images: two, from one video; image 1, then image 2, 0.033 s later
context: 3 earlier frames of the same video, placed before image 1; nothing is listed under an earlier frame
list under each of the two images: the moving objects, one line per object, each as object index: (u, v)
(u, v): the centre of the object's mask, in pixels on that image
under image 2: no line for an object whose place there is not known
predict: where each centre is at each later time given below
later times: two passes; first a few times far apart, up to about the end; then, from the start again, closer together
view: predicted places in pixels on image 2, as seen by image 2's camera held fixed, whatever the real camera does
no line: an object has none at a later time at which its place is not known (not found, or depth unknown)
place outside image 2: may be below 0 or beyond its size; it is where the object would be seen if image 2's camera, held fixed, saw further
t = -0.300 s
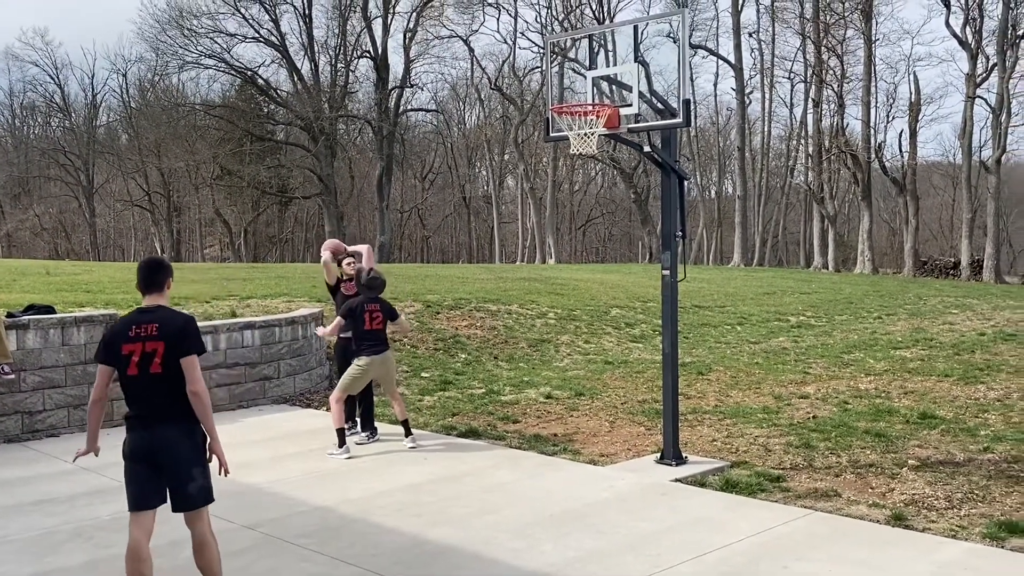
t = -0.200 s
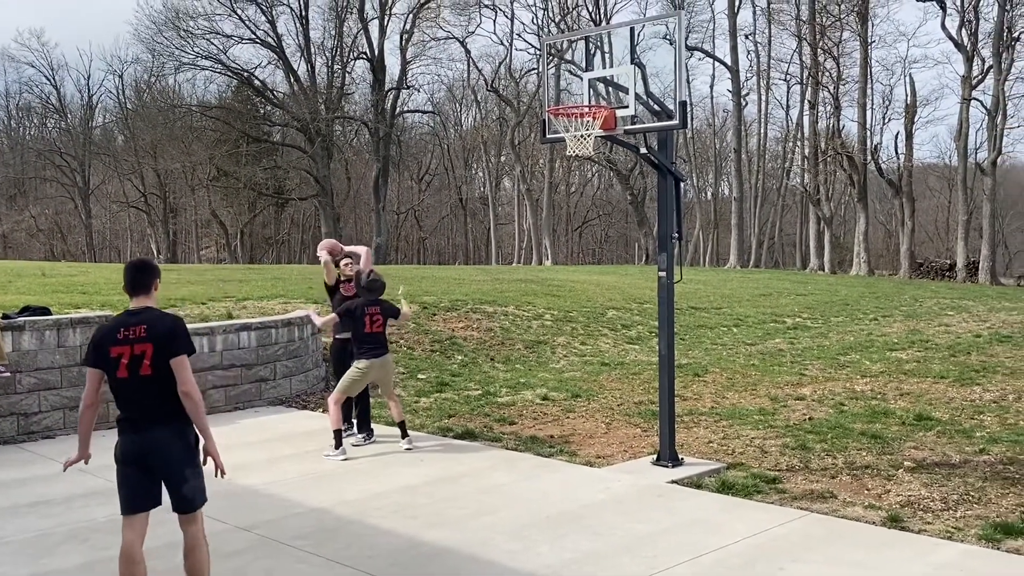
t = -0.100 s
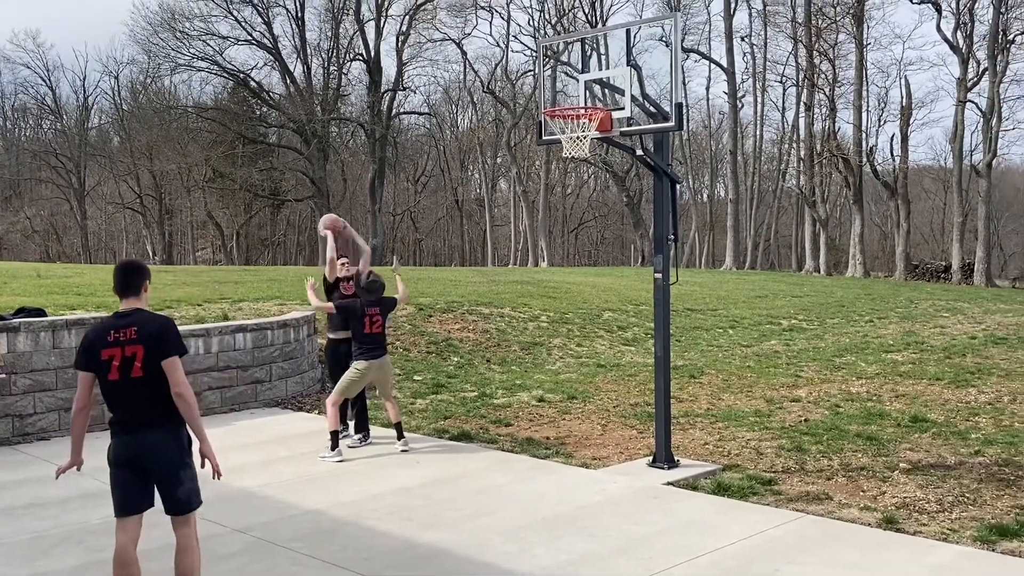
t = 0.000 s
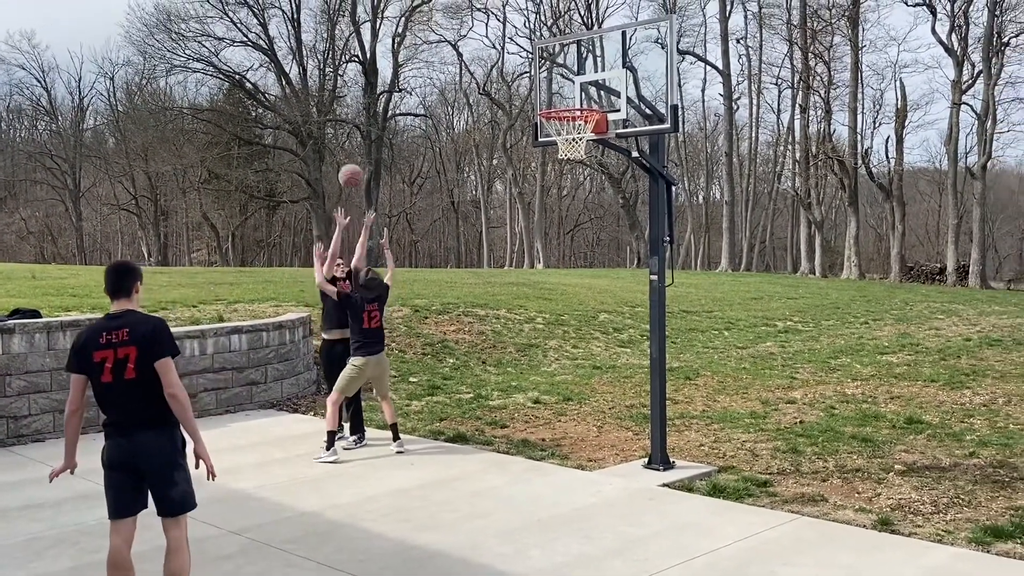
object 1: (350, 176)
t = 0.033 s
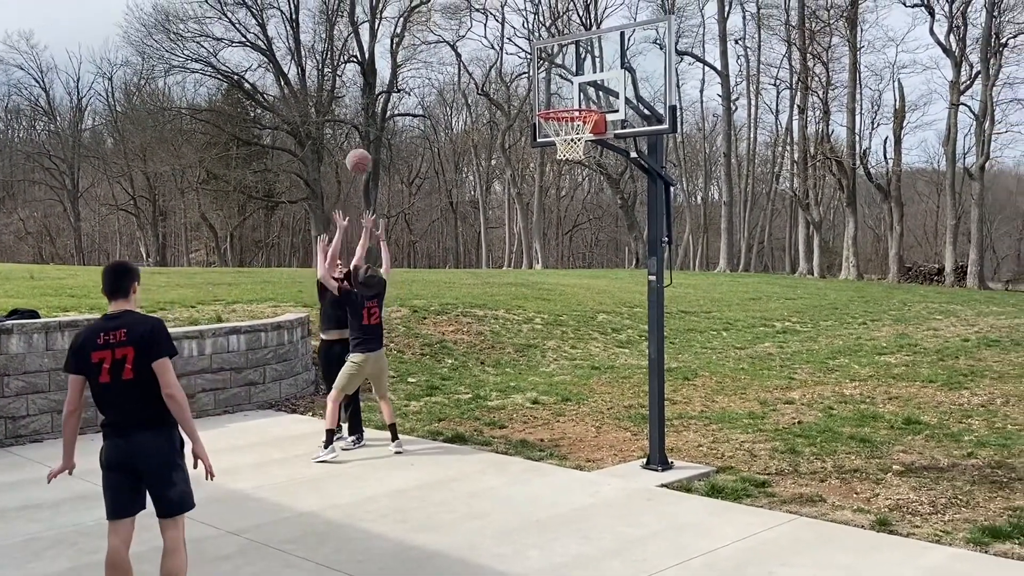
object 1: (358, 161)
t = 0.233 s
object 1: (417, 87)
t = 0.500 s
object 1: (505, 49)
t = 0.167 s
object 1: (396, 108)
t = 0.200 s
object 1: (406, 97)
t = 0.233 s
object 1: (417, 87)
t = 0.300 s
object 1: (437, 70)
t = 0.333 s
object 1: (448, 64)
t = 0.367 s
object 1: (458, 59)
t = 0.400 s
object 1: (470, 54)
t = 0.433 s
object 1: (481, 51)
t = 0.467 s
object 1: (493, 50)
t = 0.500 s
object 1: (505, 49)
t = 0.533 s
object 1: (517, 50)
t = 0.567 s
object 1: (530, 53)
